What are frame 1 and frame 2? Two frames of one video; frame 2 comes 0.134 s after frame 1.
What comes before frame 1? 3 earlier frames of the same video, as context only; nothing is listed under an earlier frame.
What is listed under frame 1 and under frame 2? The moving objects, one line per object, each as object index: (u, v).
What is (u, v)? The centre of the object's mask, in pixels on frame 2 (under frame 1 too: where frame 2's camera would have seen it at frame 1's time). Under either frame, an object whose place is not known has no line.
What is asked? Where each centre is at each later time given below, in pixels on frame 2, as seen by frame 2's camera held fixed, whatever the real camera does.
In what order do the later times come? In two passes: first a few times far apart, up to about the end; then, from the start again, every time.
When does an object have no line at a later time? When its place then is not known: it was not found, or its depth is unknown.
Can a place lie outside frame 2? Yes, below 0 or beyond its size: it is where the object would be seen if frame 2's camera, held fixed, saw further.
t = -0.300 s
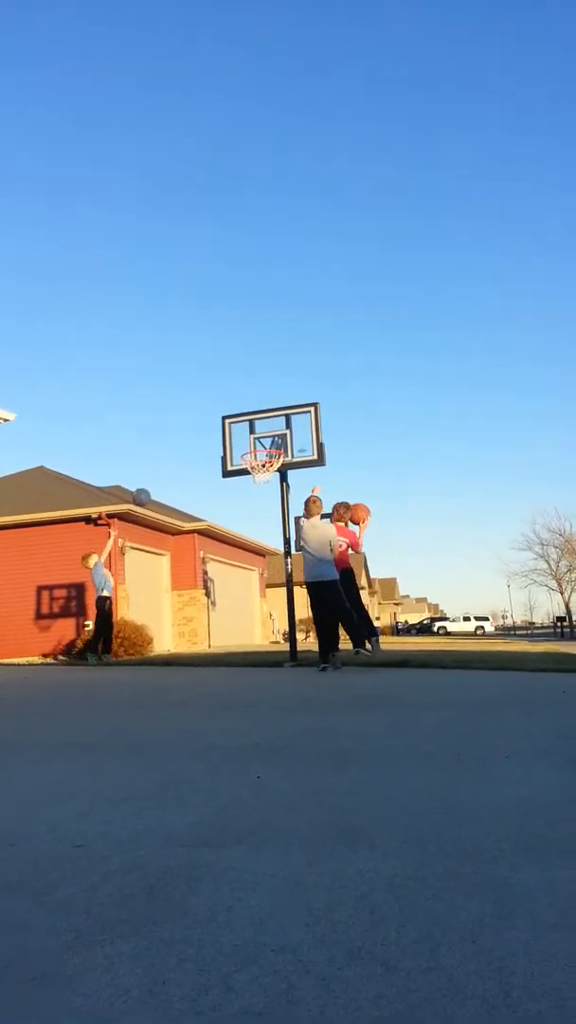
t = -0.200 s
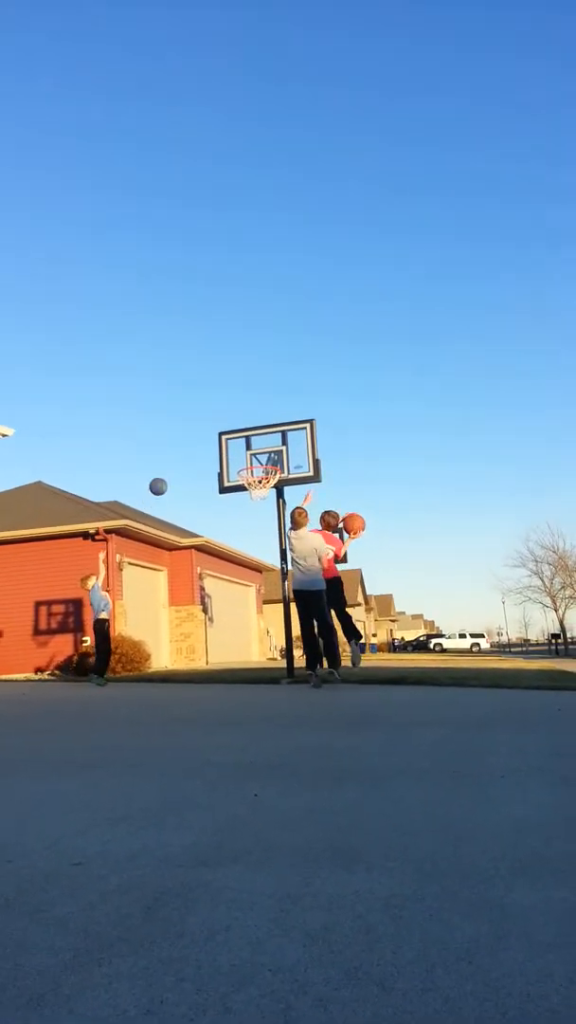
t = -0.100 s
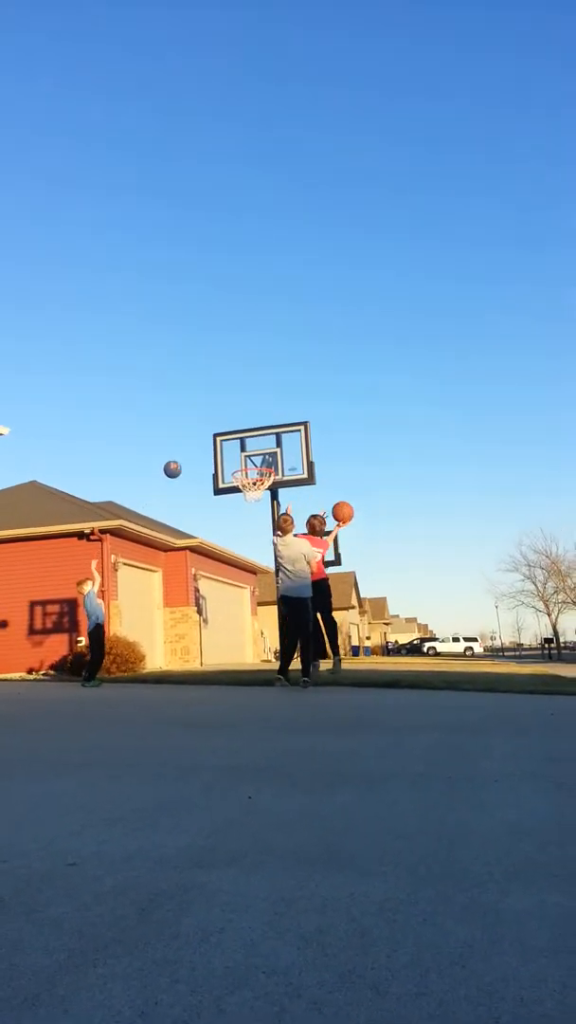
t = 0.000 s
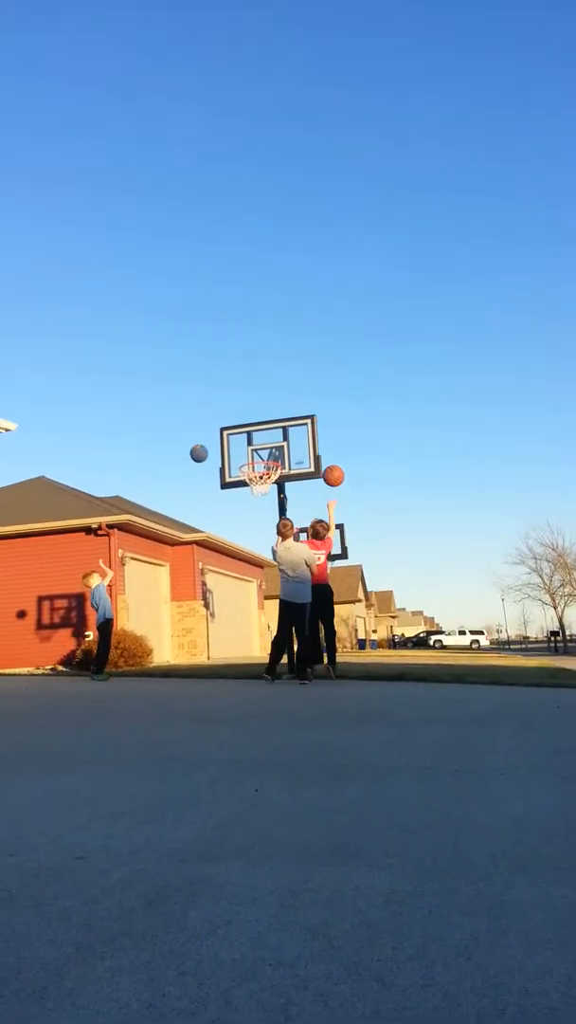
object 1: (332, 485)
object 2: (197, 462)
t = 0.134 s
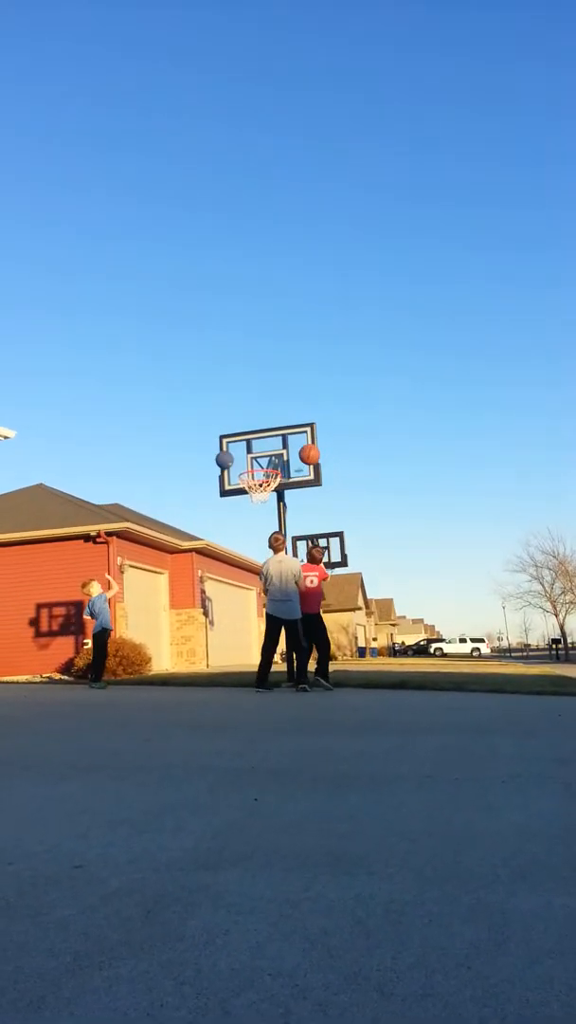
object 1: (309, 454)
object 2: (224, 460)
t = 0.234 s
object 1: (292, 444)
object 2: (243, 467)
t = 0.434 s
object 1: (263, 443)
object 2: (269, 462)
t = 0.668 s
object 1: (239, 470)
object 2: (256, 480)
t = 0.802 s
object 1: (226, 480)
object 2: (251, 490)
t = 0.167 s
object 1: (304, 450)
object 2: (231, 462)
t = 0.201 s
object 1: (298, 448)
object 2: (237, 465)
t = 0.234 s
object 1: (292, 444)
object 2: (243, 467)
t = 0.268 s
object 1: (286, 443)
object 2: (251, 470)
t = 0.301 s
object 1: (279, 442)
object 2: (261, 468)
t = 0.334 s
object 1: (274, 442)
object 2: (265, 463)
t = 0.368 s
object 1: (268, 444)
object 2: (268, 462)
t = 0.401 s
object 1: (265, 444)
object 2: (269, 462)
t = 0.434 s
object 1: (263, 443)
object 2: (269, 462)
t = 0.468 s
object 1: (259, 443)
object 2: (266, 462)
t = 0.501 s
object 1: (257, 446)
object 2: (266, 468)
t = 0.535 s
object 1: (250, 452)
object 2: (260, 476)
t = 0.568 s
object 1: (246, 457)
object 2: (257, 475)
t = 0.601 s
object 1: (245, 460)
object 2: (259, 474)
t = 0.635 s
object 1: (242, 464)
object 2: (259, 477)
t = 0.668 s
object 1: (239, 470)
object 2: (256, 480)
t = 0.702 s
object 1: (235, 473)
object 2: (252, 482)
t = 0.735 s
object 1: (232, 475)
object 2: (251, 485)
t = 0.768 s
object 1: (229, 478)
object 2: (248, 491)
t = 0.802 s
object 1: (226, 480)
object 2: (251, 490)
